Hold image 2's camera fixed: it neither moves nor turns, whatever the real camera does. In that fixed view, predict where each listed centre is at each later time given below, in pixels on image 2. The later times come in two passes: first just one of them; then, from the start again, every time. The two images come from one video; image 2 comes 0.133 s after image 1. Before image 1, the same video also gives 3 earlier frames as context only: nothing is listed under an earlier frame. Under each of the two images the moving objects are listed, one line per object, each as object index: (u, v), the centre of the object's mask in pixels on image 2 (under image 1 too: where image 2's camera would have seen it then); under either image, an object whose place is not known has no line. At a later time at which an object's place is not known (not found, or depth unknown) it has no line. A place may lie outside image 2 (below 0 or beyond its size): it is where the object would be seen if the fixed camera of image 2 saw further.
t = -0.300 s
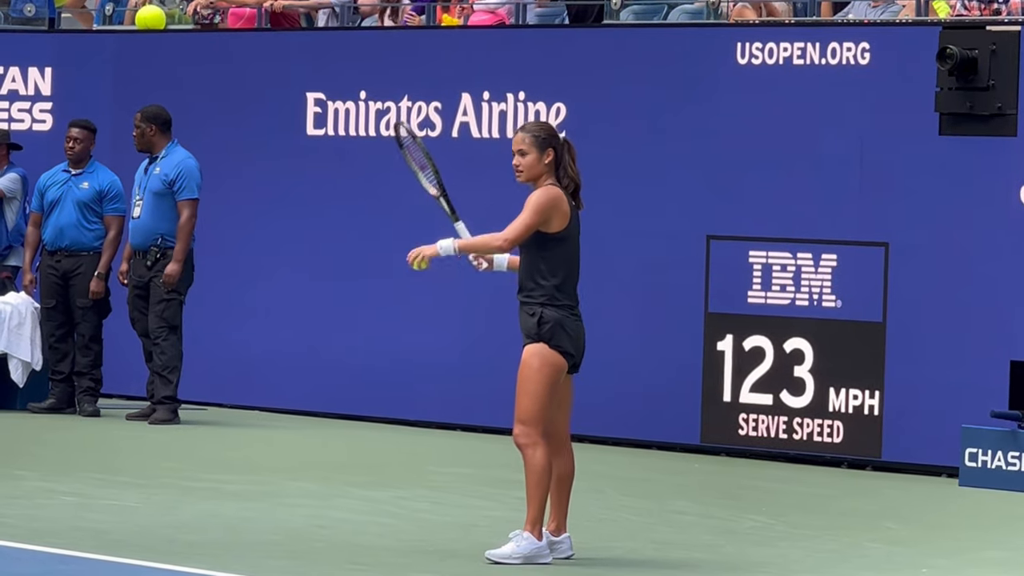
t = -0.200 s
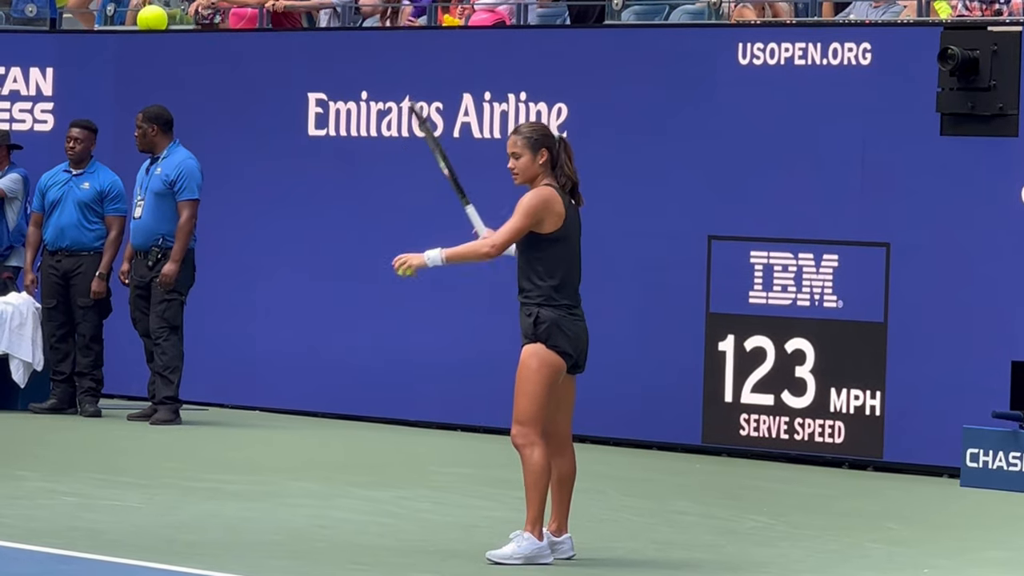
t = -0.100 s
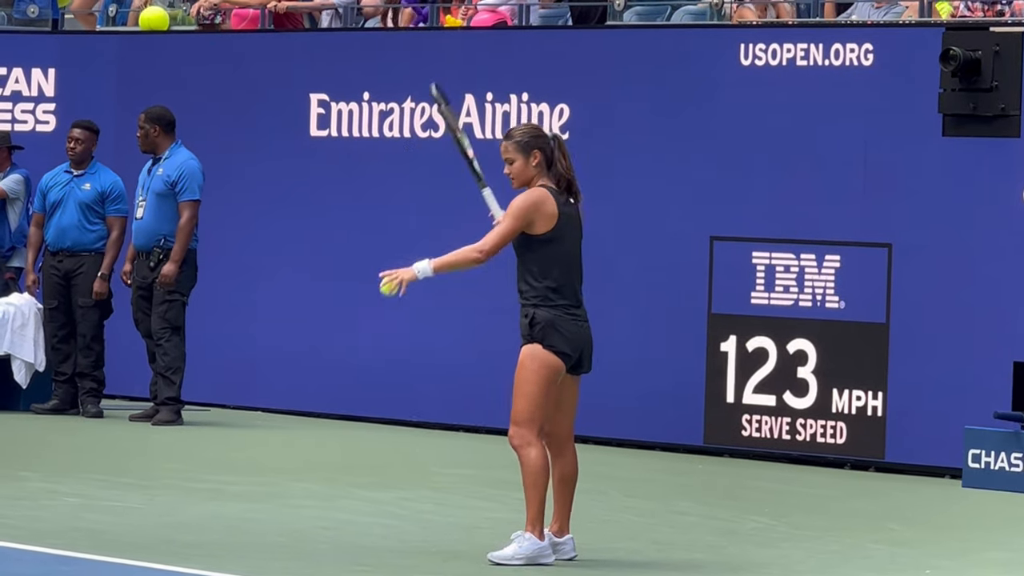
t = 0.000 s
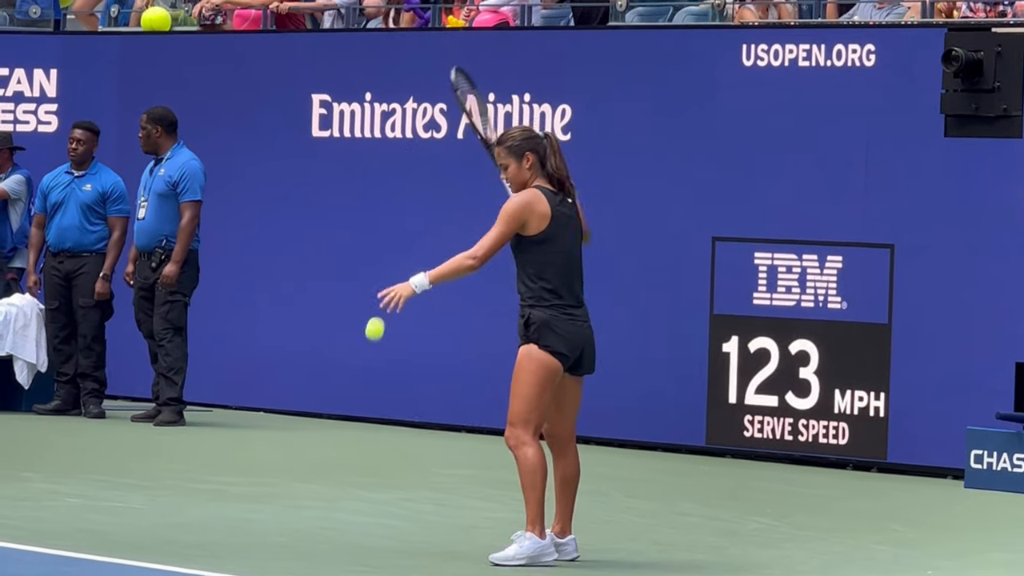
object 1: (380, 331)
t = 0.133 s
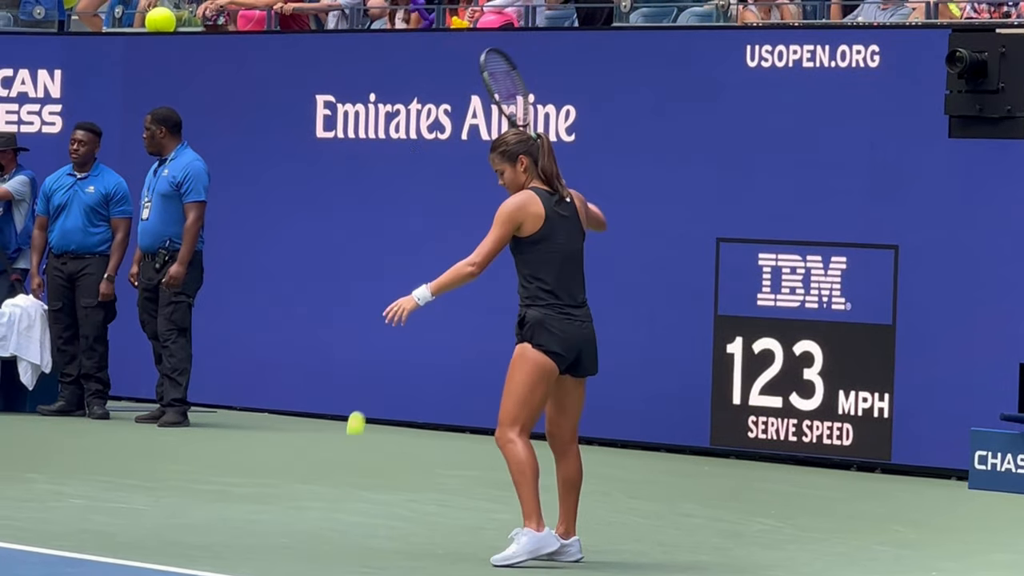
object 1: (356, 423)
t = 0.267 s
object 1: (331, 536)
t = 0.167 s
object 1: (349, 453)
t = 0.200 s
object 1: (343, 486)
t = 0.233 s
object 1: (336, 522)
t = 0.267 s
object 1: (331, 536)
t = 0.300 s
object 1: (329, 505)
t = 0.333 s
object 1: (328, 478)
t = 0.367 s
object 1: (326, 453)
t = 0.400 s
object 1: (324, 431)
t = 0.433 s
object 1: (322, 413)
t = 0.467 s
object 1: (320, 398)
